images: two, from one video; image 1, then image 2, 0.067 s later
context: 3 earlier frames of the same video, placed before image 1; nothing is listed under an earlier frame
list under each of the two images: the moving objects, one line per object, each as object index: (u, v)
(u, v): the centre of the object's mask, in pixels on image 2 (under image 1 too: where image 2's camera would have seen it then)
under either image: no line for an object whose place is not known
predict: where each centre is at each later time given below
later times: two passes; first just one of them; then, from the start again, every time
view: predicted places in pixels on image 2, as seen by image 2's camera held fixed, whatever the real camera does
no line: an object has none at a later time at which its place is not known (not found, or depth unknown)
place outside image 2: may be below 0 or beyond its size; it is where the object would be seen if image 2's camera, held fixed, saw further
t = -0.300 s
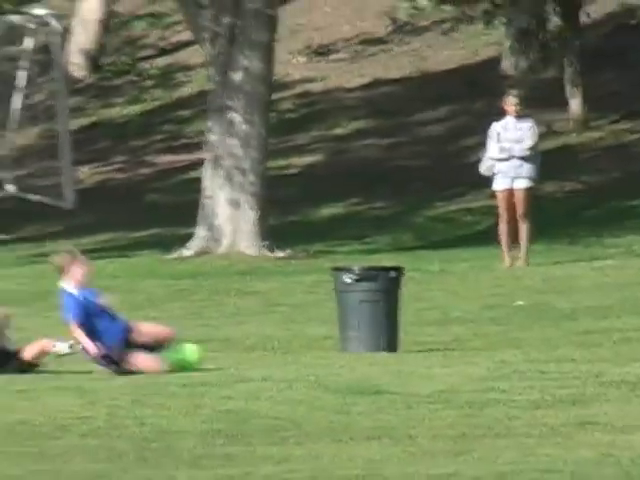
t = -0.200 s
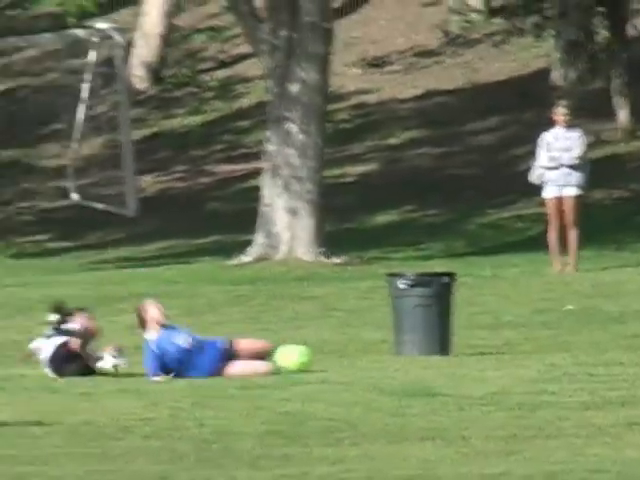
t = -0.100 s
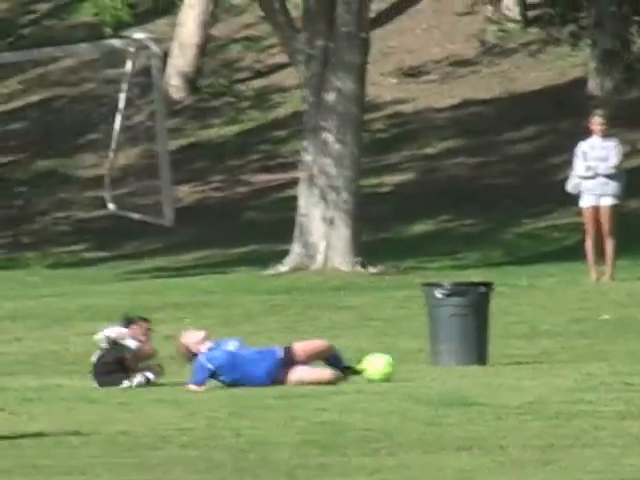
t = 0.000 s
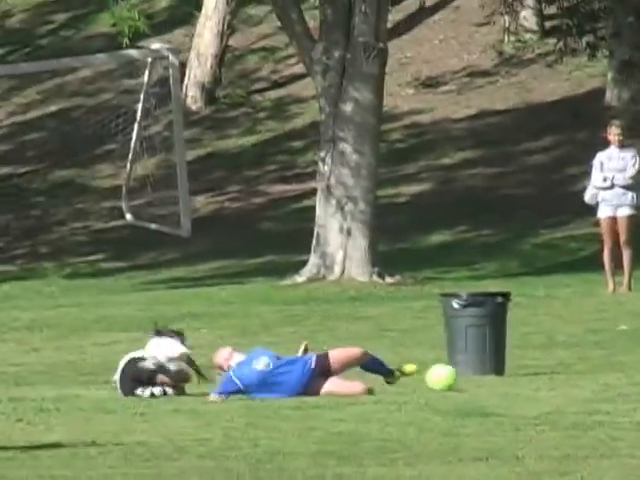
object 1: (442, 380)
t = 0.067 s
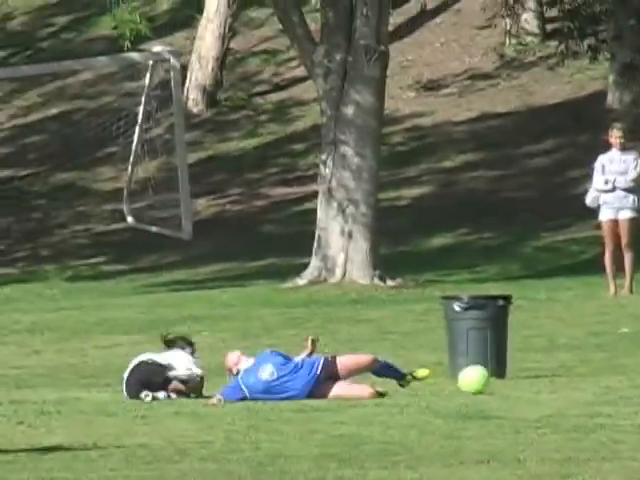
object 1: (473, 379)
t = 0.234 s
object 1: (547, 379)
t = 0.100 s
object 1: (488, 377)
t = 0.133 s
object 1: (502, 375)
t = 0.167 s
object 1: (517, 375)
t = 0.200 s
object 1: (532, 376)
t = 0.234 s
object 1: (547, 379)
